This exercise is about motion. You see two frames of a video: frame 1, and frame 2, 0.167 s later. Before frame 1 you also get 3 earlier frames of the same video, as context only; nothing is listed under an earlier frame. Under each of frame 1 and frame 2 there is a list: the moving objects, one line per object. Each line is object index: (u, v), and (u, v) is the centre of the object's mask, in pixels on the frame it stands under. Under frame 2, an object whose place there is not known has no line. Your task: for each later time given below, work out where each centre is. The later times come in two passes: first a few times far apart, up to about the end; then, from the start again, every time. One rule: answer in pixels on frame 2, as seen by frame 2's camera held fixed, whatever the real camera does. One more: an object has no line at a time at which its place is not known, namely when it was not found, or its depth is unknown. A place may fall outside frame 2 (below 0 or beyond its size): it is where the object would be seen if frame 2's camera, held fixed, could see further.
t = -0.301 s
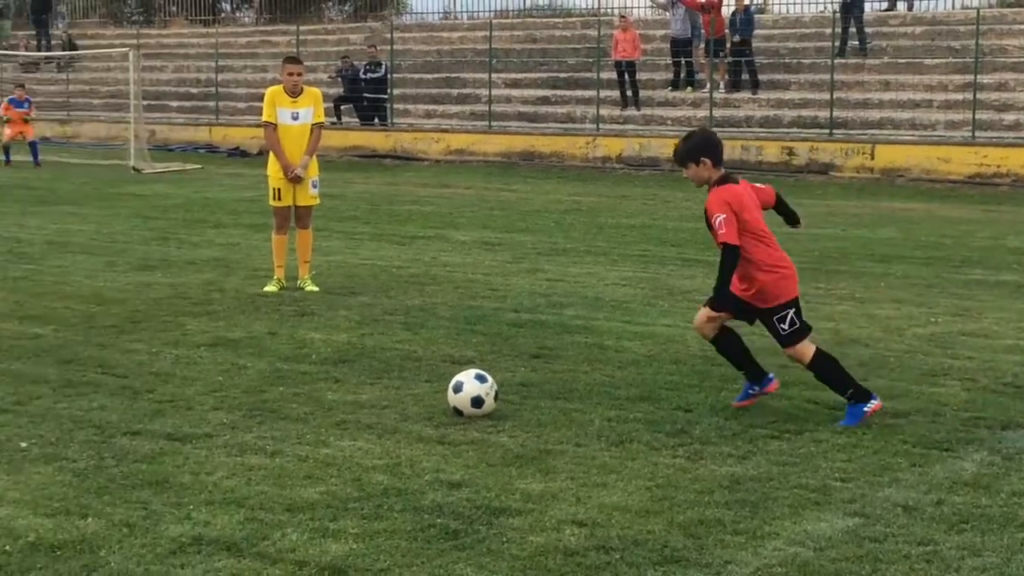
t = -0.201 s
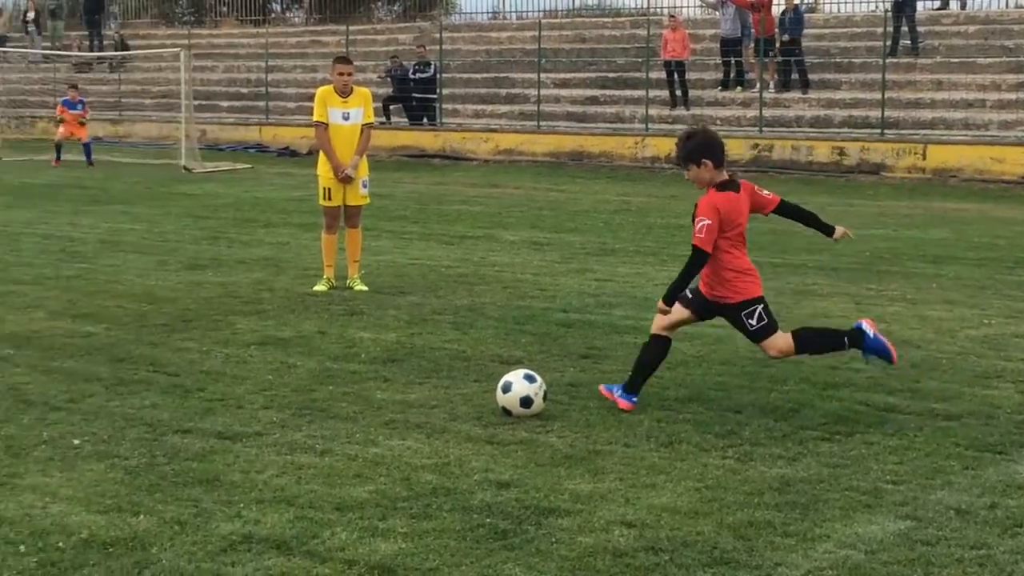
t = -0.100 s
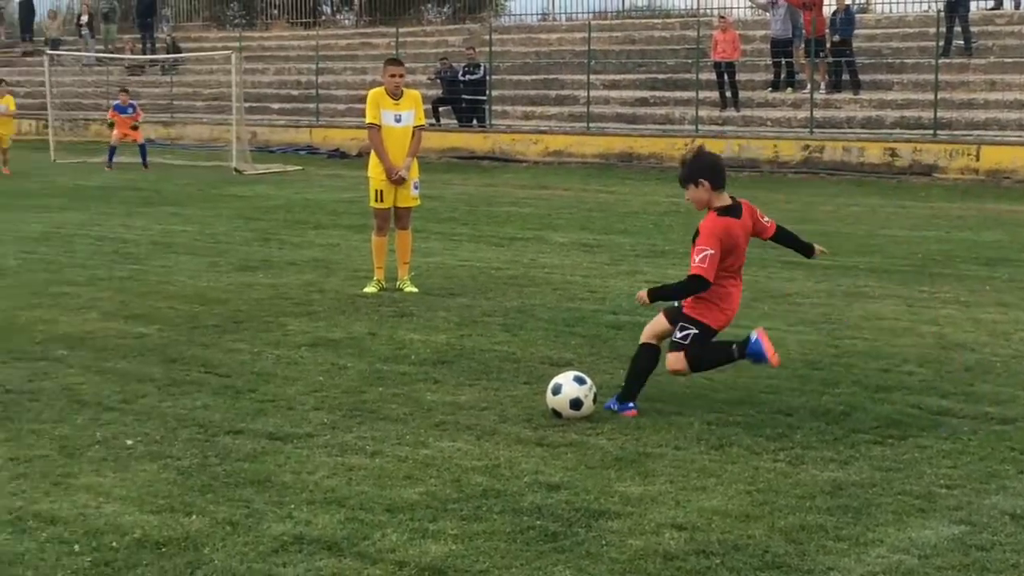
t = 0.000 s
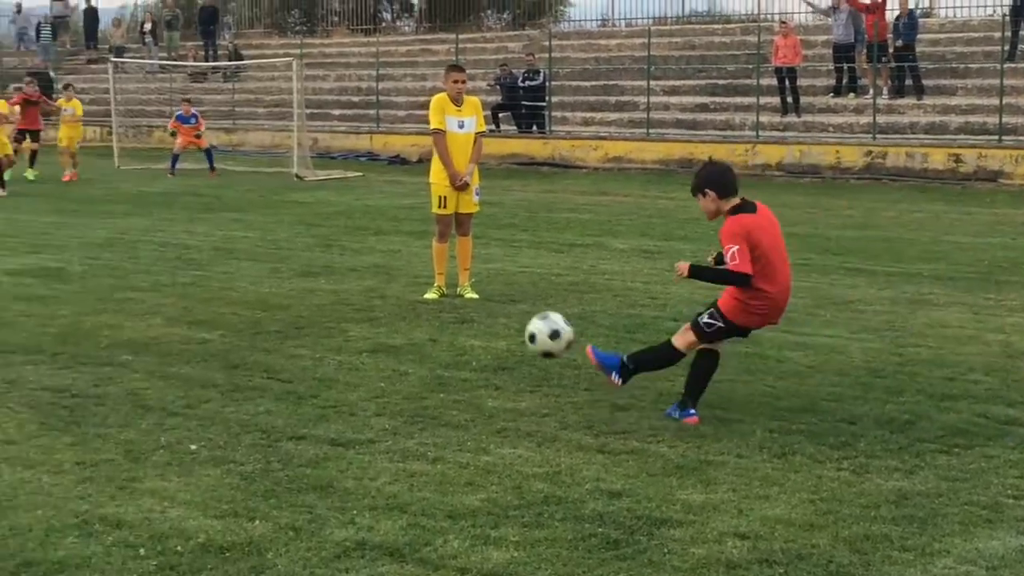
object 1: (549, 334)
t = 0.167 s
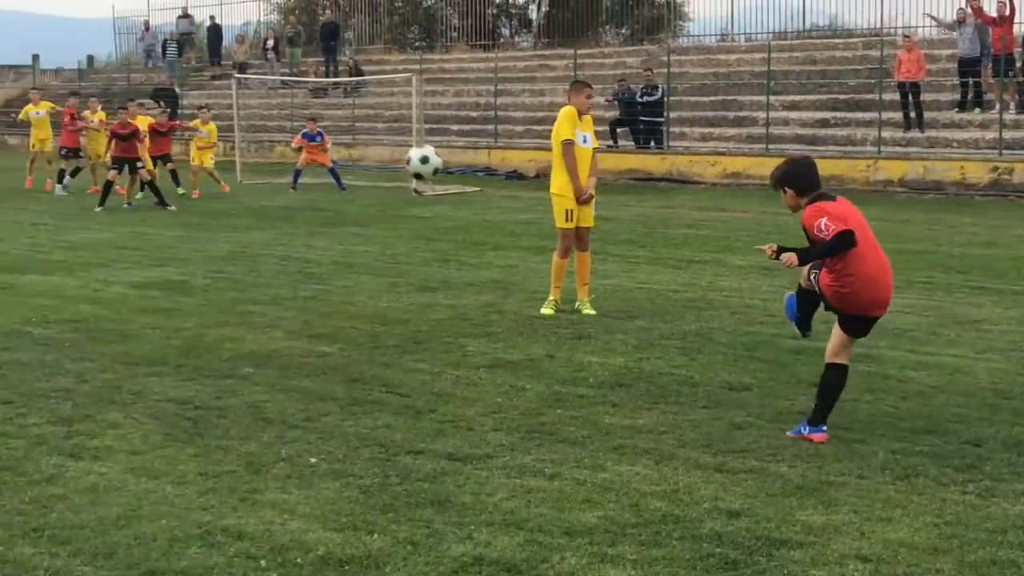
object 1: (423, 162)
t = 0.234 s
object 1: (357, 119)
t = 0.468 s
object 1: (211, 58)
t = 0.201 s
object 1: (388, 139)
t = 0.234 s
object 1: (357, 119)
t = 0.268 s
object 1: (328, 103)
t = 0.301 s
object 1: (304, 90)
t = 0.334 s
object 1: (282, 79)
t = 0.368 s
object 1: (261, 72)
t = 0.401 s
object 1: (242, 66)
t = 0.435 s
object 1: (225, 61)
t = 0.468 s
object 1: (211, 58)
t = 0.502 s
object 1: (198, 59)
